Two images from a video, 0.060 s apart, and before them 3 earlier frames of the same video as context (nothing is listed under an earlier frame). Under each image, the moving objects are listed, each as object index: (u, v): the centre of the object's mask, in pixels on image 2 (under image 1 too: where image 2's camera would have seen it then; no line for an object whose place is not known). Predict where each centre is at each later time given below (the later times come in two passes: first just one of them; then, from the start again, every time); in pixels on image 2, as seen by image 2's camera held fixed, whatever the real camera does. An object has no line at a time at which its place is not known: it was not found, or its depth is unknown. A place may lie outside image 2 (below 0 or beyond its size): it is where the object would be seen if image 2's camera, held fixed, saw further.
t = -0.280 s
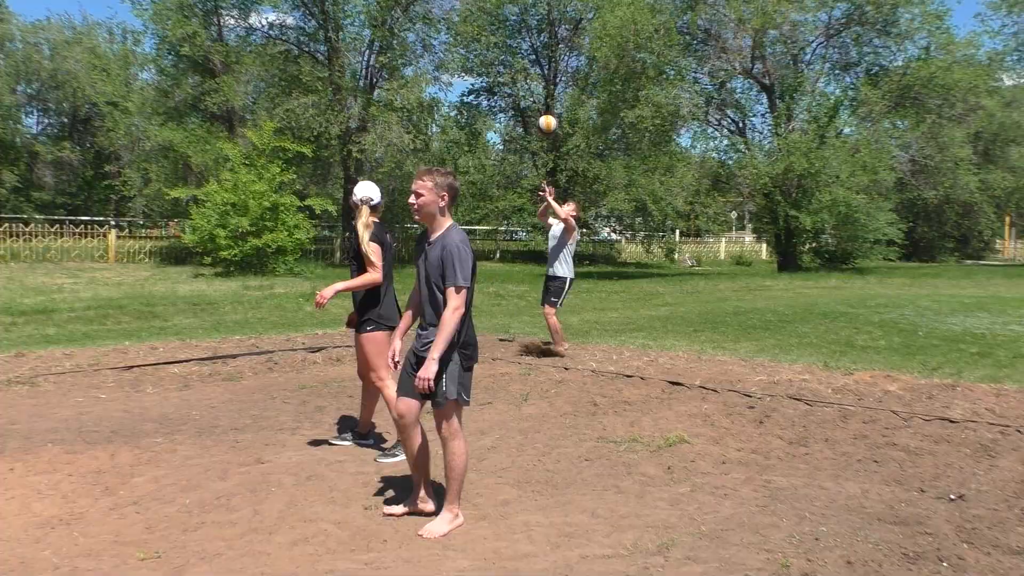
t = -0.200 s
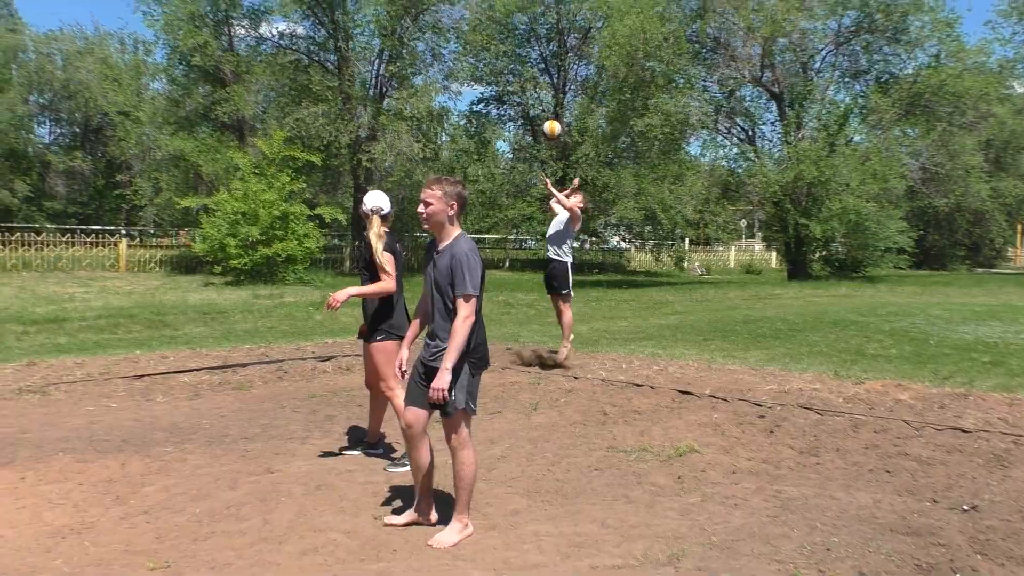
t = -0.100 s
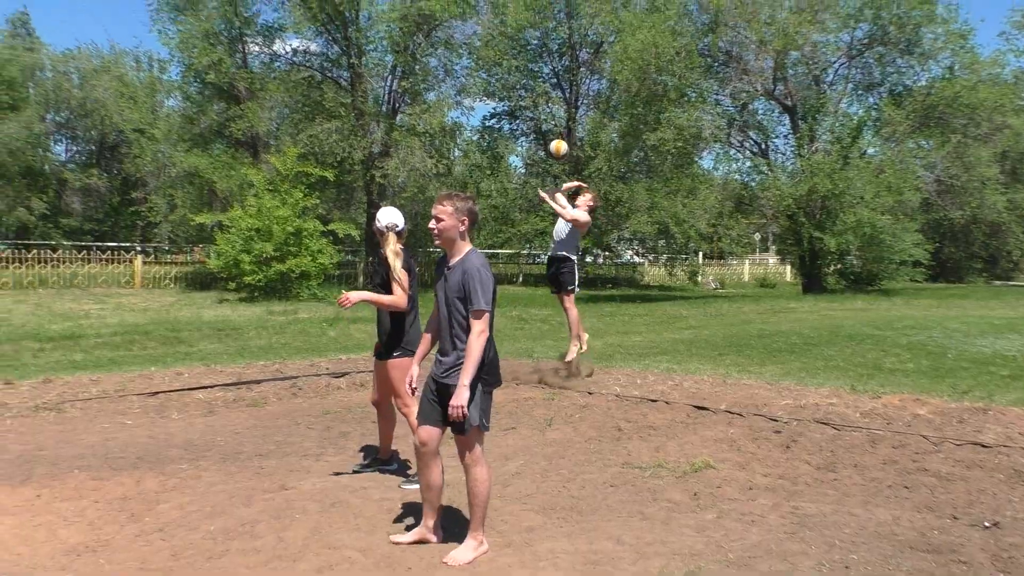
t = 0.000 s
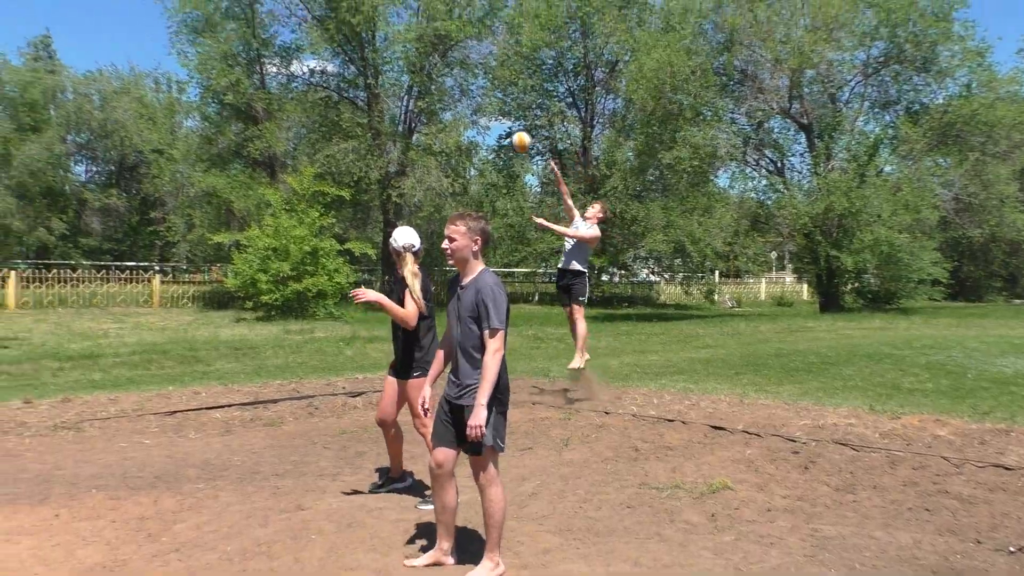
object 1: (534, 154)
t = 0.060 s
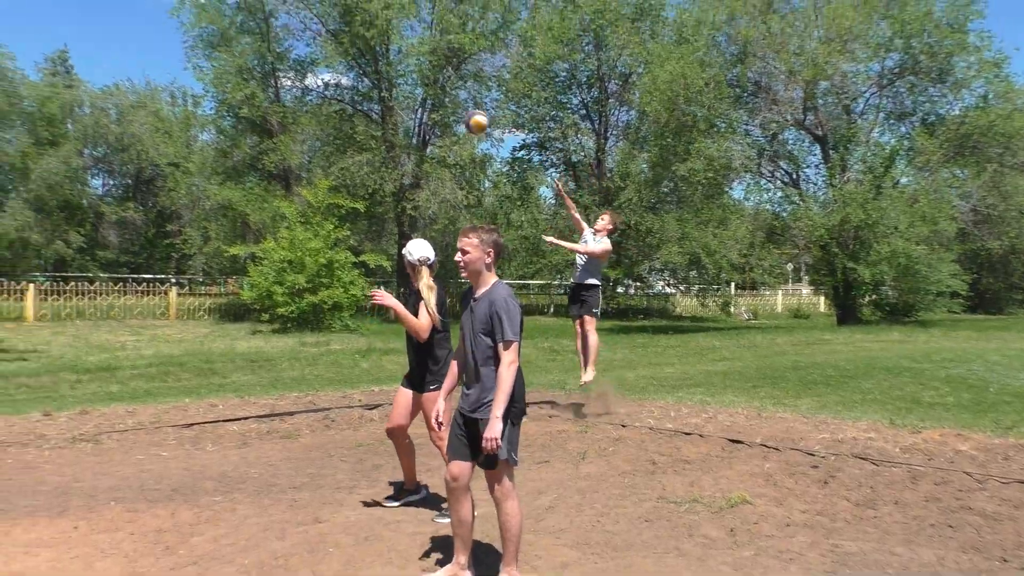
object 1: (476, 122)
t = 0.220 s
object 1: (285, 37)
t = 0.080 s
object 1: (455, 111)
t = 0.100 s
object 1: (435, 101)
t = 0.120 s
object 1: (412, 91)
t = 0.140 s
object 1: (388, 80)
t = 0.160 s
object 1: (364, 69)
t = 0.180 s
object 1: (340, 59)
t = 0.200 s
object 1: (313, 48)
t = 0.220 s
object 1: (285, 37)
